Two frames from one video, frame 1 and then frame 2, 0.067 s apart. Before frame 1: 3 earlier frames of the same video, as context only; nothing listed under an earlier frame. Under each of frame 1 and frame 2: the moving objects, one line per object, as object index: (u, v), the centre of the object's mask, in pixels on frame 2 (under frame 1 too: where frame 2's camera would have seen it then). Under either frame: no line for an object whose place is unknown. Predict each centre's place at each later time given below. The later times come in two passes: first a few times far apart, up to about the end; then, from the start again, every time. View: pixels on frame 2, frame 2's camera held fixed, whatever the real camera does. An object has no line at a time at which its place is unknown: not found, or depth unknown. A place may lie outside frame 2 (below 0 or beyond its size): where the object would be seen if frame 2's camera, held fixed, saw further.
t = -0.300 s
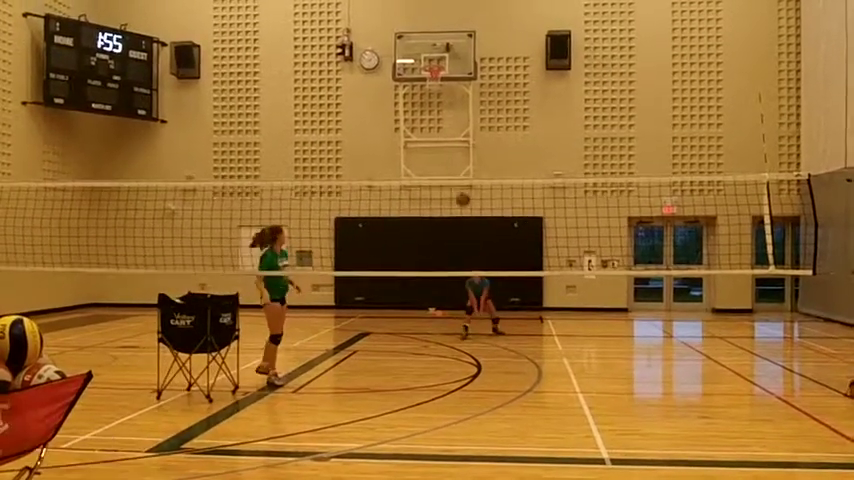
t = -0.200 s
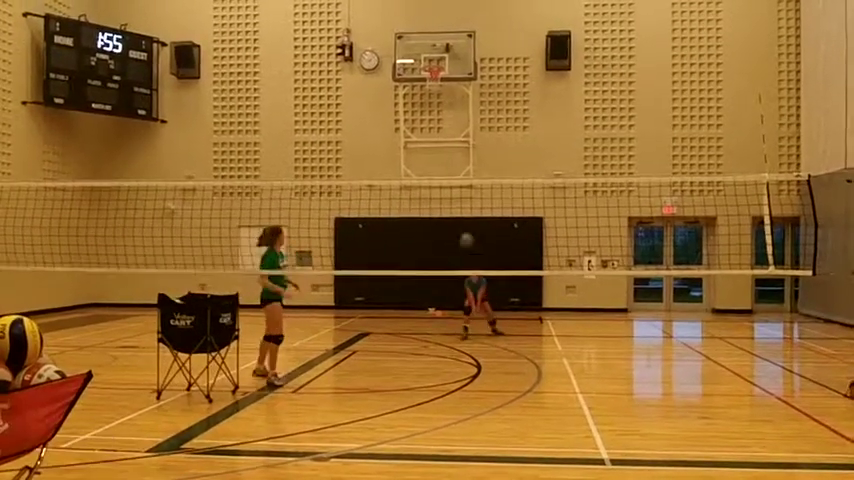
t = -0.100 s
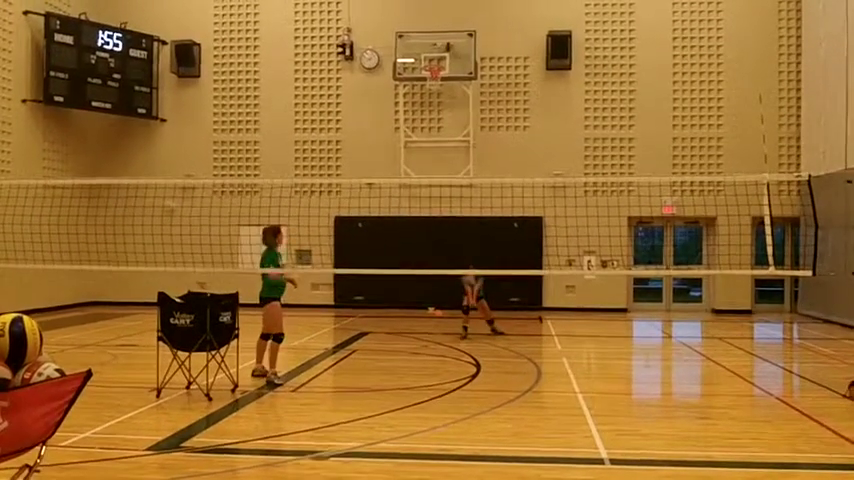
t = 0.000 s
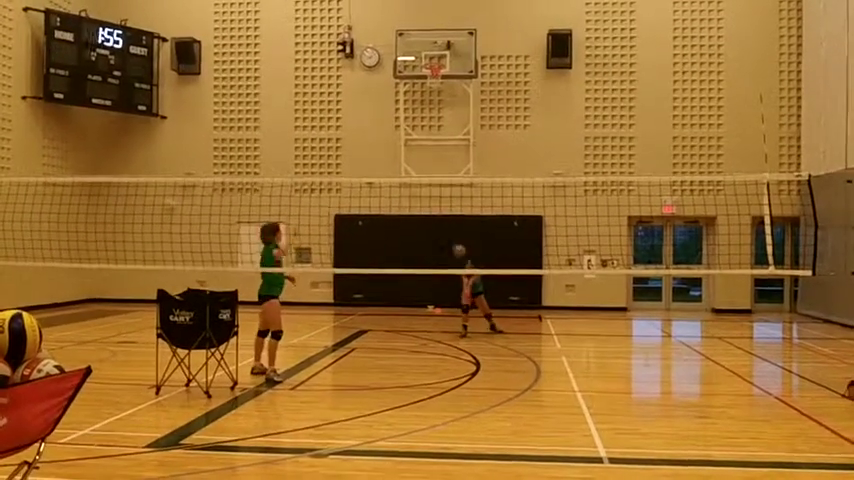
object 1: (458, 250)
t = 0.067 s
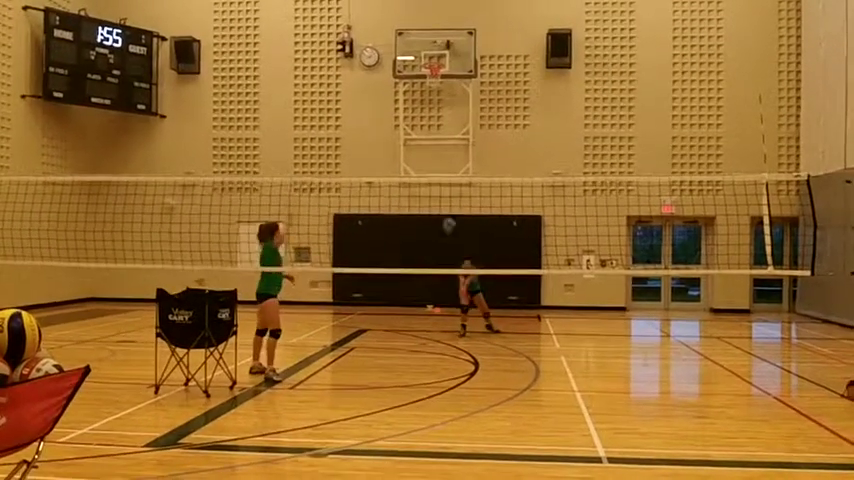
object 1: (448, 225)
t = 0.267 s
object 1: (419, 161)
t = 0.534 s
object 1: (377, 107)
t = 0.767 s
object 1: (336, 100)
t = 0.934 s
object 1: (302, 122)
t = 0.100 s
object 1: (445, 213)
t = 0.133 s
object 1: (440, 202)
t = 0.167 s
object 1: (435, 190)
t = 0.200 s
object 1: (430, 182)
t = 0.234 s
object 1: (425, 170)
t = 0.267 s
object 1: (419, 161)
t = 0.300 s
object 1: (414, 152)
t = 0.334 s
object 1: (409, 143)
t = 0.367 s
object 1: (405, 134)
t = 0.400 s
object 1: (399, 128)
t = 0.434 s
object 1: (393, 122)
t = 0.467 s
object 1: (389, 117)
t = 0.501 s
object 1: (383, 112)
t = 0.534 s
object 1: (377, 107)
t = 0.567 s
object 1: (372, 105)
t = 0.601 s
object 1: (366, 101)
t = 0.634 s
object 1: (360, 99)
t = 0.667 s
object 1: (354, 98)
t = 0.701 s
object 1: (348, 97)
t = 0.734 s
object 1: (342, 98)
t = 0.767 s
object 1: (336, 100)
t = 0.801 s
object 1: (329, 102)
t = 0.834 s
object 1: (323, 106)
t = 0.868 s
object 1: (316, 110)
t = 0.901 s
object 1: (309, 116)
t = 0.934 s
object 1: (302, 122)
